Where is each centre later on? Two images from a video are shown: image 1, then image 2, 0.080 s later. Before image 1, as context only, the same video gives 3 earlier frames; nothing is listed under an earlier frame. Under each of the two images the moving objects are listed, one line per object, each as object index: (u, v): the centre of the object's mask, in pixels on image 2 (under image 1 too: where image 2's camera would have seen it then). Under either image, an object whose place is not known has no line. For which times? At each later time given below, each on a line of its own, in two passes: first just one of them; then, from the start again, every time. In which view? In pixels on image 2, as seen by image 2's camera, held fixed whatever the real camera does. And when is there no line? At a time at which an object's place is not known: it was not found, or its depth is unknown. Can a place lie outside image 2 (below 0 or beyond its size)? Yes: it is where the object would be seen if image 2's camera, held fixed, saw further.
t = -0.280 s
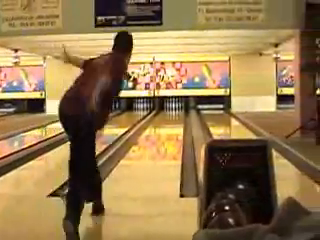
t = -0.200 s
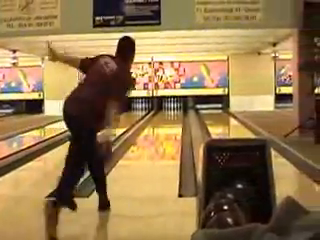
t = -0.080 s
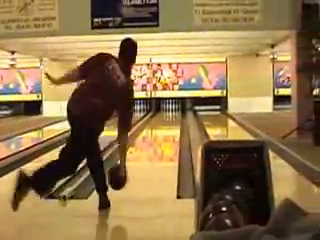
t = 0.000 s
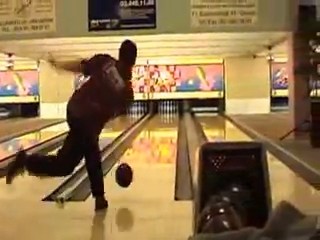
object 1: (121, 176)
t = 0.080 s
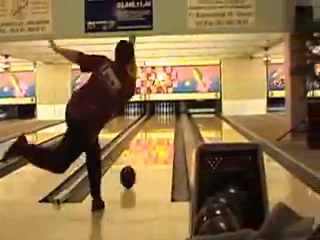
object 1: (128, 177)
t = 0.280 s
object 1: (139, 161)
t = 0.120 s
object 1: (131, 172)
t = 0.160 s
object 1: (134, 169)
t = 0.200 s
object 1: (136, 166)
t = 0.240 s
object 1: (138, 163)
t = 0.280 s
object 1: (139, 161)
